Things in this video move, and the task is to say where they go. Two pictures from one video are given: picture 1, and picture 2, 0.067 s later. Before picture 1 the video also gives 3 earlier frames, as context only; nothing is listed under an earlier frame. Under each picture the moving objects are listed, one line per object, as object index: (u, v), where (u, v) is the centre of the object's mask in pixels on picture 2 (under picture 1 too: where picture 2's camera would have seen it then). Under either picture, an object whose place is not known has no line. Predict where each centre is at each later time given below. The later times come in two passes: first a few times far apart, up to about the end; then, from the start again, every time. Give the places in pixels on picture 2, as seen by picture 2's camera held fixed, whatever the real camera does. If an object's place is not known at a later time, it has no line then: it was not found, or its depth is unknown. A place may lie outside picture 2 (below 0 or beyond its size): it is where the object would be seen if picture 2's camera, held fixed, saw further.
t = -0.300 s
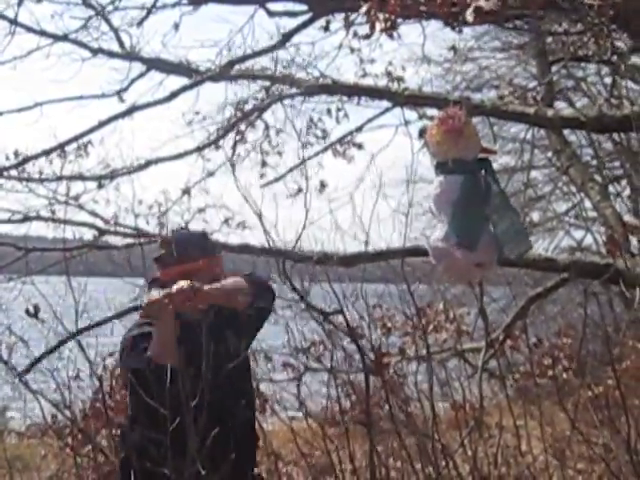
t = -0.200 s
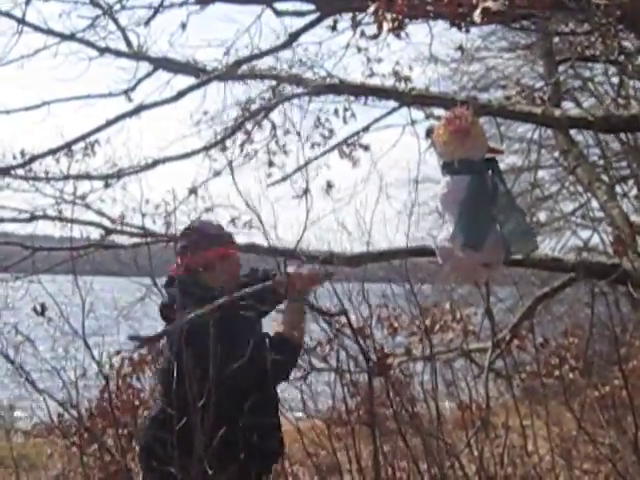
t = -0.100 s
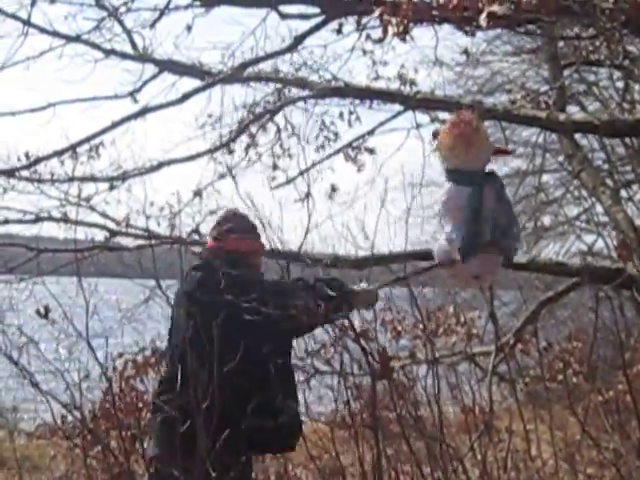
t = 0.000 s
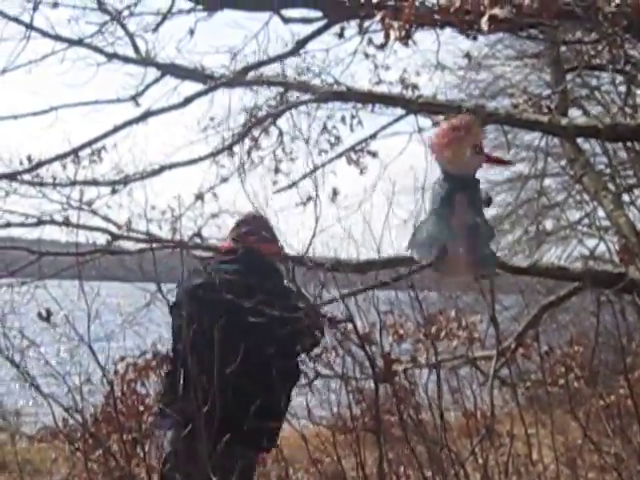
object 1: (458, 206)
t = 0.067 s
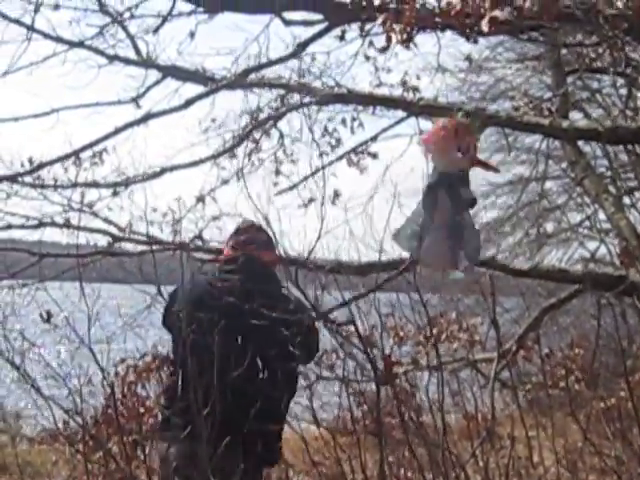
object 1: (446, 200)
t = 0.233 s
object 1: (429, 167)
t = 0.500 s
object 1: (424, 163)
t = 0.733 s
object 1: (445, 196)
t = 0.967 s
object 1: (487, 201)
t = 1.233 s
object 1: (528, 143)
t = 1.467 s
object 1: (517, 151)
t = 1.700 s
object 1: (492, 201)
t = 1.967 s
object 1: (446, 208)
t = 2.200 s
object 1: (431, 171)
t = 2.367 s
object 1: (431, 166)
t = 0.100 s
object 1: (441, 191)
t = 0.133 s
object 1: (436, 183)
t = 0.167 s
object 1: (433, 179)
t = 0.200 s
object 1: (431, 173)
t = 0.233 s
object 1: (429, 167)
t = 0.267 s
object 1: (430, 162)
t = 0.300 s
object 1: (428, 161)
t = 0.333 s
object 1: (427, 161)
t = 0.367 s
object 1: (425, 161)
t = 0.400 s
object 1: (422, 161)
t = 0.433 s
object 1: (420, 161)
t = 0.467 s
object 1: (422, 160)
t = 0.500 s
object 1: (424, 163)
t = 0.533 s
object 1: (429, 164)
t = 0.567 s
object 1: (427, 169)
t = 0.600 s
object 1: (426, 174)
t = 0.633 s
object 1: (430, 179)
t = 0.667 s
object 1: (436, 185)
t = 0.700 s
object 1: (440, 190)
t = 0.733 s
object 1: (445, 196)
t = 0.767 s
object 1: (451, 202)
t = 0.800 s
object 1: (456, 206)
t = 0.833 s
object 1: (463, 207)
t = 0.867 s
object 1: (469, 209)
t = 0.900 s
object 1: (474, 210)
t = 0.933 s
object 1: (480, 206)
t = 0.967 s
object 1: (487, 201)
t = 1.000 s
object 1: (493, 195)
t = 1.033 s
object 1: (501, 192)
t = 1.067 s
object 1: (507, 185)
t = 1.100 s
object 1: (512, 178)
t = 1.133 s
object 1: (516, 168)
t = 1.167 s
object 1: (522, 159)
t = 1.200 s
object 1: (525, 151)
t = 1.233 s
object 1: (528, 143)
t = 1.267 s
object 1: (531, 136)
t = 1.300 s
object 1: (533, 133)
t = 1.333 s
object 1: (533, 132)
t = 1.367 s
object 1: (527, 133)
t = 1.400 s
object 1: (524, 136)
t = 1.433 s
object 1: (520, 143)
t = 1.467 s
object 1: (517, 151)
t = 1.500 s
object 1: (513, 157)
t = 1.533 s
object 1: (514, 163)
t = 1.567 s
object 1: (513, 169)
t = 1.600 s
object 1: (507, 178)
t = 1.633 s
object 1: (500, 190)
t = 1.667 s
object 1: (497, 197)
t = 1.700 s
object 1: (492, 201)
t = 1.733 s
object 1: (486, 206)
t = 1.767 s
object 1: (480, 210)
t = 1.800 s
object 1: (475, 211)
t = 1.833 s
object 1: (468, 212)
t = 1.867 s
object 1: (461, 213)
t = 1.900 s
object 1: (454, 212)
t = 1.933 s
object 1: (450, 211)
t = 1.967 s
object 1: (446, 208)
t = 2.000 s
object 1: (442, 202)
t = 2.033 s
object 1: (441, 194)
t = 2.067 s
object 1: (440, 188)
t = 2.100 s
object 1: (439, 183)
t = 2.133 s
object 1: (436, 178)
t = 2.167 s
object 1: (434, 175)
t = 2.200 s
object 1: (431, 171)
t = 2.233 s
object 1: (430, 168)
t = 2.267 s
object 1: (429, 167)
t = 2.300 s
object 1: (428, 166)
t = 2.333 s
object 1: (431, 166)
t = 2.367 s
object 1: (431, 166)
